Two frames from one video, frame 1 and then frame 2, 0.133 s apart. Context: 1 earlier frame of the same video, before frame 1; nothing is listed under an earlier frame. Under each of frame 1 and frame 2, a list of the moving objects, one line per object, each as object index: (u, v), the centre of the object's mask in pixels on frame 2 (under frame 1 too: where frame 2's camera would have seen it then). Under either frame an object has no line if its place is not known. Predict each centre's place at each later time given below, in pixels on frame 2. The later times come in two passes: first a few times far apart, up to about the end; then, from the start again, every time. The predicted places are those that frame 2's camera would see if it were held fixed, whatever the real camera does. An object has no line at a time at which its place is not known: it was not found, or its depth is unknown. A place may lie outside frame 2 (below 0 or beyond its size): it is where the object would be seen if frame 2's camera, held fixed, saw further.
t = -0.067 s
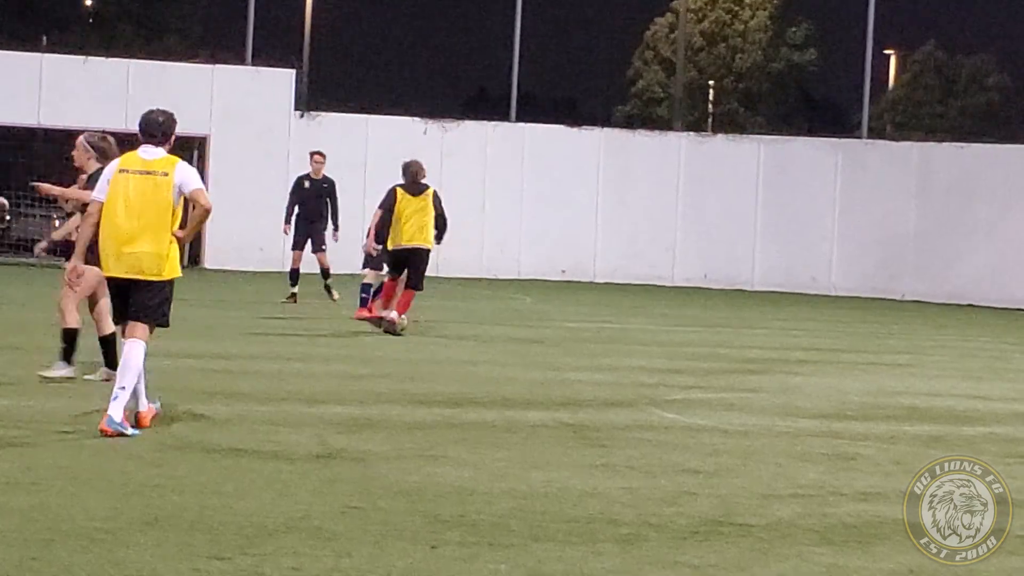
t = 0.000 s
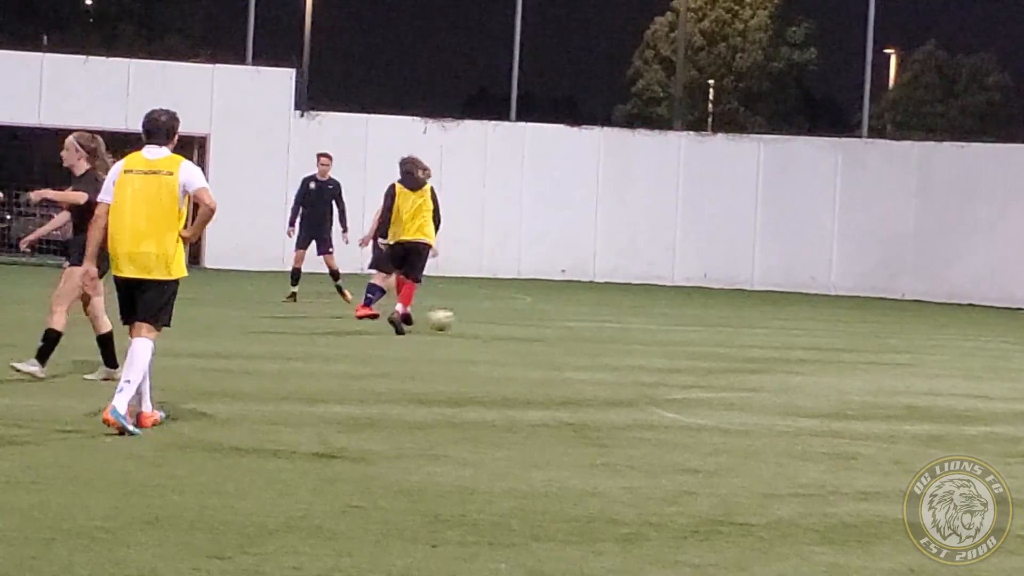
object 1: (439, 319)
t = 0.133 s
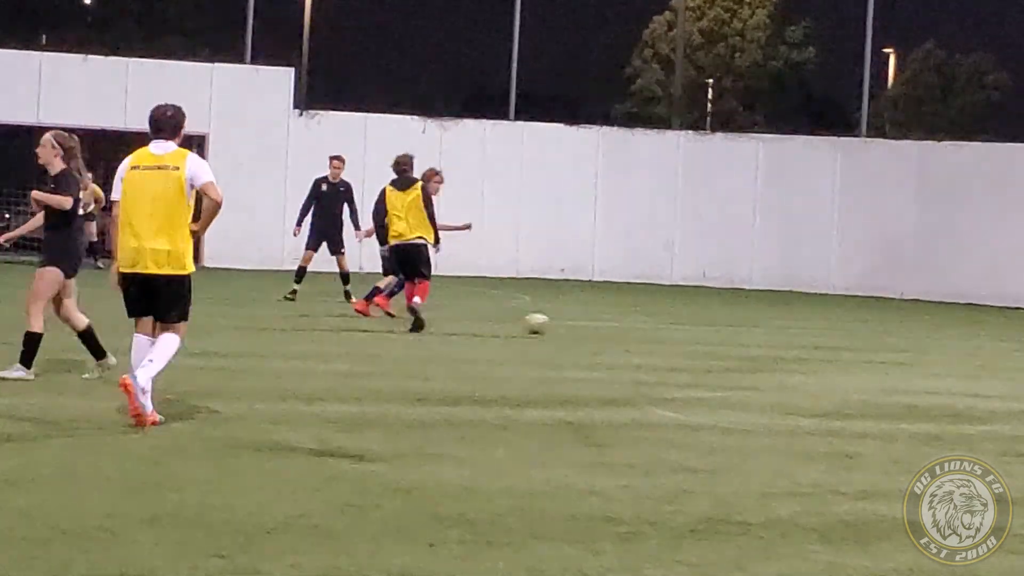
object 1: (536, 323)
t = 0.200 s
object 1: (578, 321)
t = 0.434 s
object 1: (703, 317)
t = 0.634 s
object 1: (787, 320)
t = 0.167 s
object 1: (559, 322)
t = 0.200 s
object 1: (578, 321)
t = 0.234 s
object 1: (597, 319)
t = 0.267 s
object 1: (617, 319)
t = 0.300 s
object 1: (636, 321)
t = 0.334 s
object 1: (655, 323)
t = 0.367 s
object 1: (669, 322)
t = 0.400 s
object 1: (688, 318)
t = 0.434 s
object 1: (703, 317)
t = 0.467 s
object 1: (719, 317)
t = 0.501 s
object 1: (733, 318)
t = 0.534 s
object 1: (749, 320)
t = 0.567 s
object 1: (763, 324)
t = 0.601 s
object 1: (775, 322)
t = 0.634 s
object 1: (787, 320)
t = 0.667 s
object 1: (794, 318)
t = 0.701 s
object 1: (806, 318)
